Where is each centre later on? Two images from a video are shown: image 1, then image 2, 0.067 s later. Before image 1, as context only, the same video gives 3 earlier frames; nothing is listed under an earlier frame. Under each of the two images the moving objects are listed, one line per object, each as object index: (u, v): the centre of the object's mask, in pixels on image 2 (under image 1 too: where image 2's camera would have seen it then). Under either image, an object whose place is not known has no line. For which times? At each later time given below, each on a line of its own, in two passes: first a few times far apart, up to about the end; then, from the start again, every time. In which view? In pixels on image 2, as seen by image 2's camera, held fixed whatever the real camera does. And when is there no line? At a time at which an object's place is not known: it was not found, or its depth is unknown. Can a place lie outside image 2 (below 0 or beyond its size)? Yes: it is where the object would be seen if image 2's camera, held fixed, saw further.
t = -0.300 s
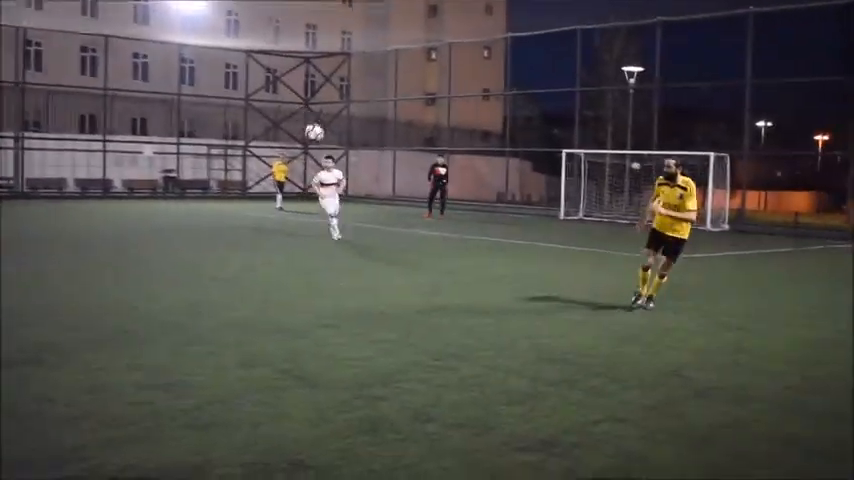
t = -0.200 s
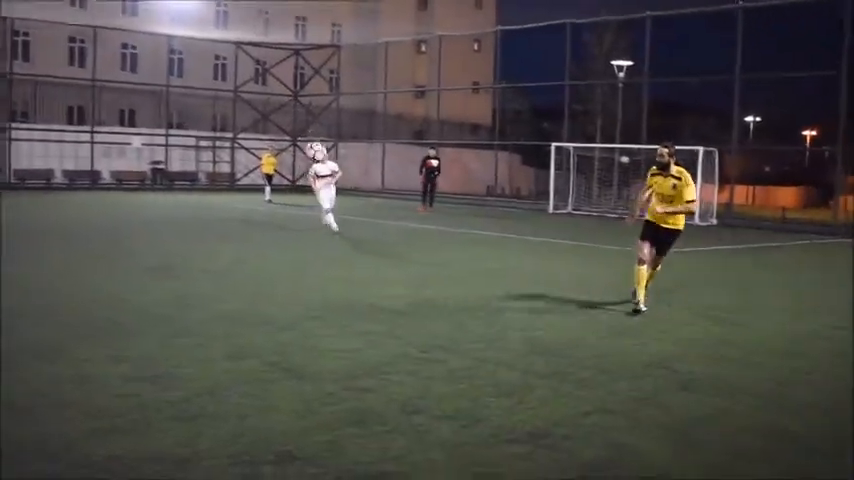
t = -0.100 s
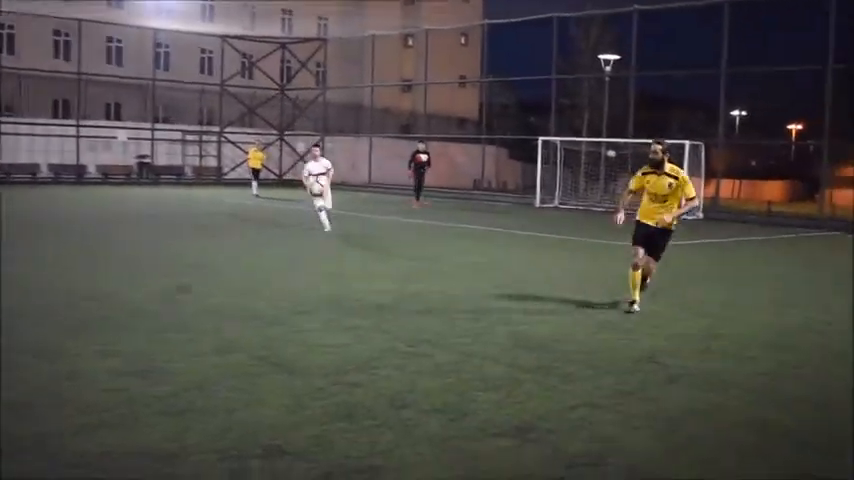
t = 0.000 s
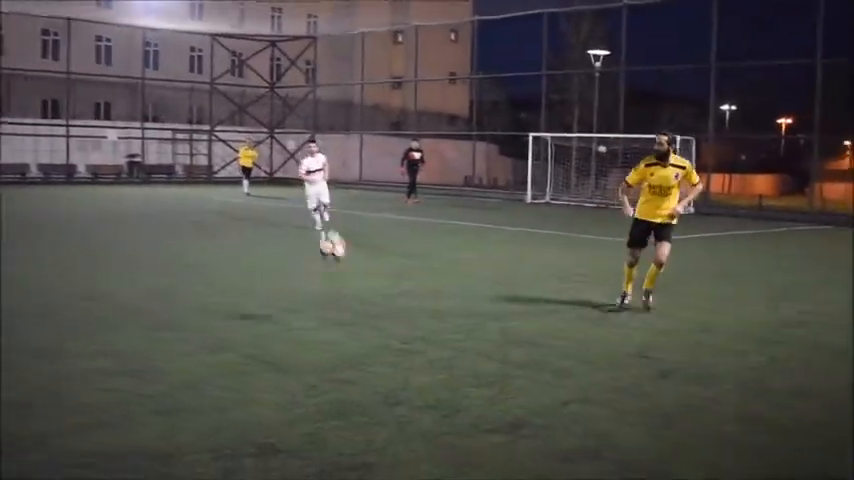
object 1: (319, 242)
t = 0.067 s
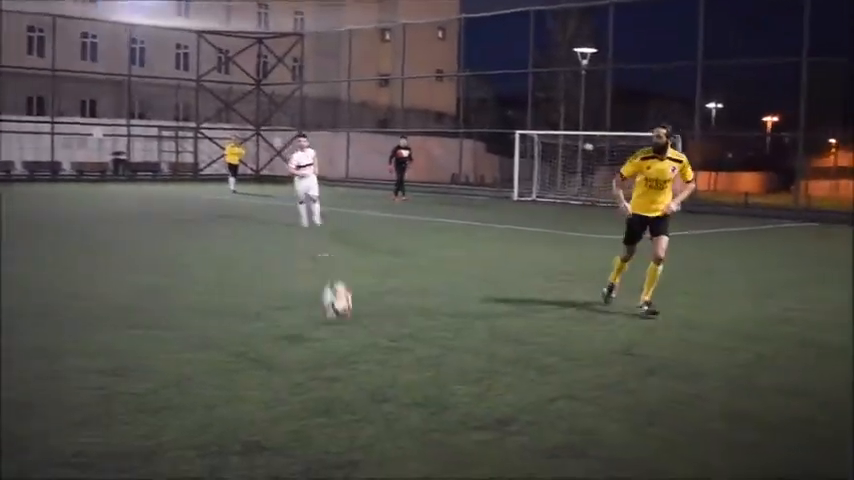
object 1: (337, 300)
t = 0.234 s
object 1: (378, 281)
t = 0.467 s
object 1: (451, 230)
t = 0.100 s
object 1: (347, 333)
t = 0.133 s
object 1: (354, 322)
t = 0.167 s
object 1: (363, 308)
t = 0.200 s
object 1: (370, 295)
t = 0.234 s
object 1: (378, 281)
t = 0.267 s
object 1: (387, 271)
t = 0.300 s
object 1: (396, 260)
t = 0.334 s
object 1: (405, 251)
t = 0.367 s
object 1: (416, 243)
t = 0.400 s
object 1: (426, 237)
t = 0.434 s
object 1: (439, 232)
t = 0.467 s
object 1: (451, 230)
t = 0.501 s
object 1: (465, 230)
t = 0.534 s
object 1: (479, 232)
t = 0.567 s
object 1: (494, 236)
